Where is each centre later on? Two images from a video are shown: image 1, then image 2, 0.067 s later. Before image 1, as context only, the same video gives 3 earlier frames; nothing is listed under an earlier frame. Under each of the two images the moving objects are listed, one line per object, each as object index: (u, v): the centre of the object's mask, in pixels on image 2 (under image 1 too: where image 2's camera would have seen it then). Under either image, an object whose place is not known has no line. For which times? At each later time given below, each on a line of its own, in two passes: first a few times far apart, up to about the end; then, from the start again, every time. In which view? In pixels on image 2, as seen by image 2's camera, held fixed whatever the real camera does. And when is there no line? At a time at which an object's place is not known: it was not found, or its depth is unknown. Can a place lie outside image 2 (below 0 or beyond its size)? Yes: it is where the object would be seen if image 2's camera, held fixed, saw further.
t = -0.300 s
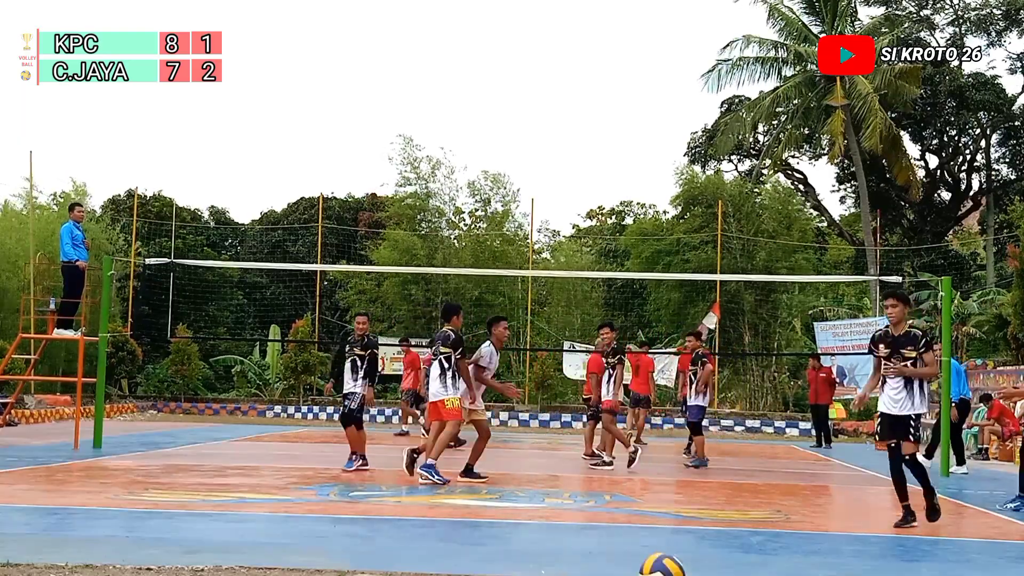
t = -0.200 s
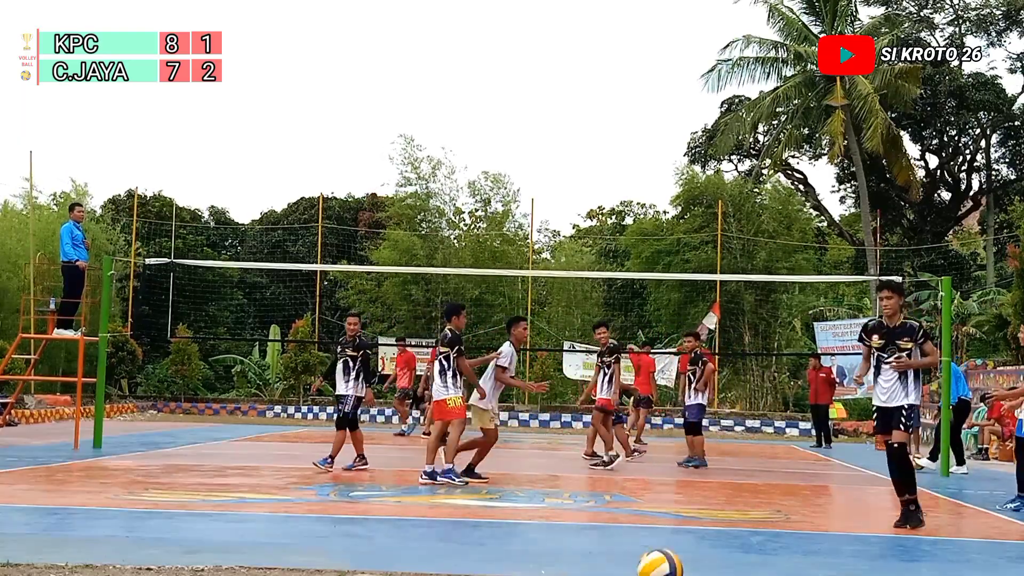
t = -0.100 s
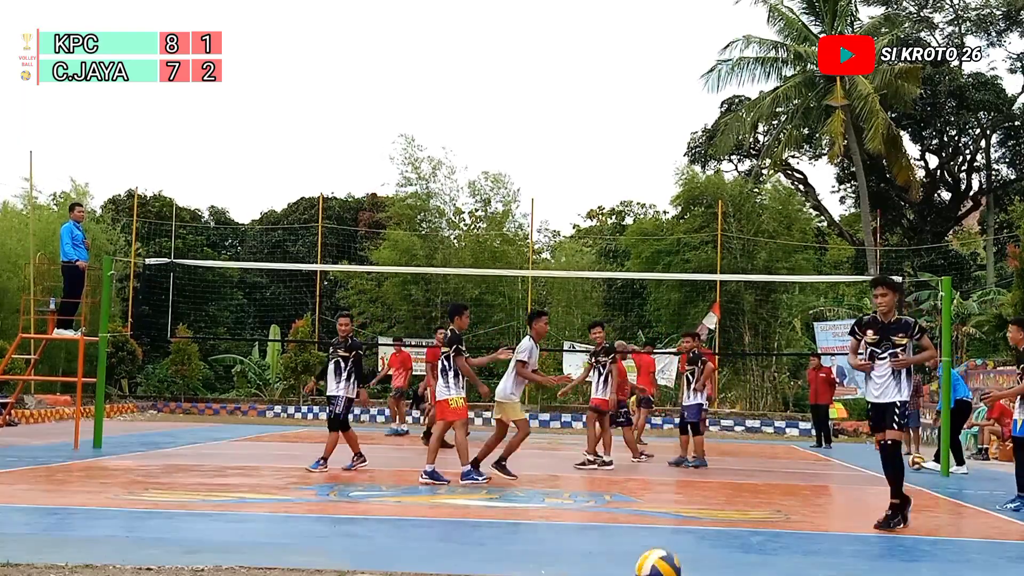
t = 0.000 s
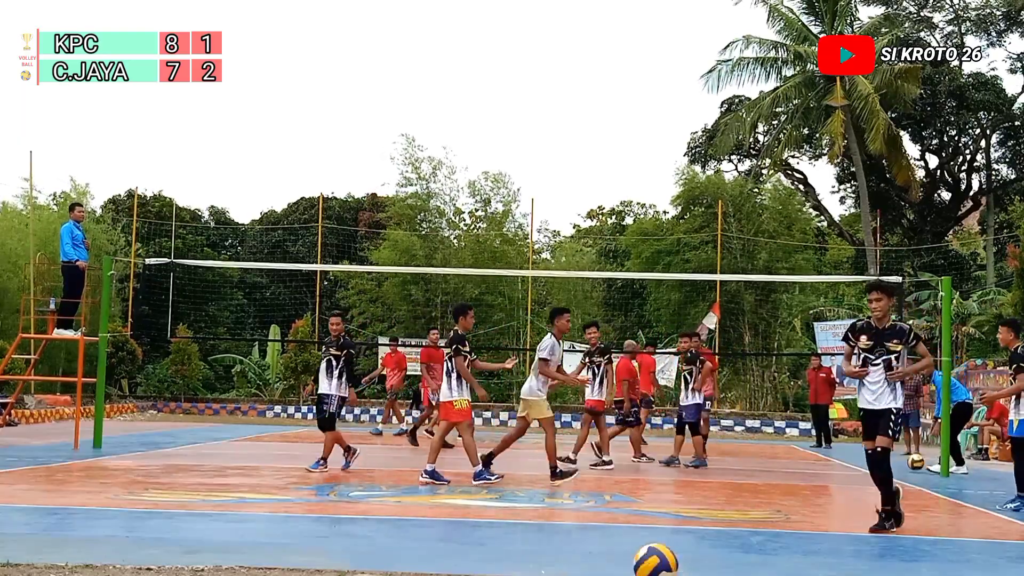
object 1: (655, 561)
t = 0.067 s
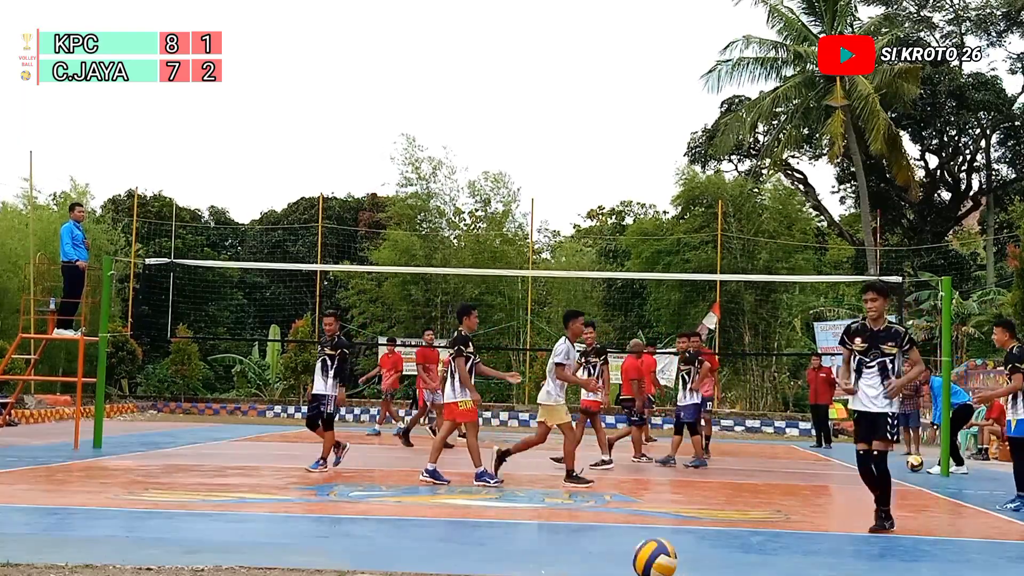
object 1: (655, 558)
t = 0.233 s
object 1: (651, 556)
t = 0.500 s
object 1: (646, 554)
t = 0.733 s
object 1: (641, 551)
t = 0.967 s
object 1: (639, 548)
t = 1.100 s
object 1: (638, 547)
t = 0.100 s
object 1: (654, 558)
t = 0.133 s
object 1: (654, 557)
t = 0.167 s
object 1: (653, 557)
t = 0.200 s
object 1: (652, 557)
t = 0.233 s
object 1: (651, 556)
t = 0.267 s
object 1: (651, 556)
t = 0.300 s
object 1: (650, 556)
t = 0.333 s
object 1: (650, 555)
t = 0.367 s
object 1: (649, 555)
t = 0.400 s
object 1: (649, 555)
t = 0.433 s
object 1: (648, 554)
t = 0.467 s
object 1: (647, 554)
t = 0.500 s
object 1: (646, 554)
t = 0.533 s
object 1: (645, 553)
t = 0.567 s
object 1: (645, 553)
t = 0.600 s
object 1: (644, 553)
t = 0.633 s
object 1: (643, 552)
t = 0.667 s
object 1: (643, 552)
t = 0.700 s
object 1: (642, 551)
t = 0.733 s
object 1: (641, 551)
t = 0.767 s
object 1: (641, 550)
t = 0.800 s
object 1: (640, 550)
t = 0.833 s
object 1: (640, 550)
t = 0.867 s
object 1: (640, 550)
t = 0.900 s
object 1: (639, 549)
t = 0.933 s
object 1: (639, 549)
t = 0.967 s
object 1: (639, 548)
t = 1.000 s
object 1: (639, 548)
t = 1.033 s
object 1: (638, 548)
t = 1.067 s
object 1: (638, 548)
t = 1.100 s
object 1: (638, 547)
